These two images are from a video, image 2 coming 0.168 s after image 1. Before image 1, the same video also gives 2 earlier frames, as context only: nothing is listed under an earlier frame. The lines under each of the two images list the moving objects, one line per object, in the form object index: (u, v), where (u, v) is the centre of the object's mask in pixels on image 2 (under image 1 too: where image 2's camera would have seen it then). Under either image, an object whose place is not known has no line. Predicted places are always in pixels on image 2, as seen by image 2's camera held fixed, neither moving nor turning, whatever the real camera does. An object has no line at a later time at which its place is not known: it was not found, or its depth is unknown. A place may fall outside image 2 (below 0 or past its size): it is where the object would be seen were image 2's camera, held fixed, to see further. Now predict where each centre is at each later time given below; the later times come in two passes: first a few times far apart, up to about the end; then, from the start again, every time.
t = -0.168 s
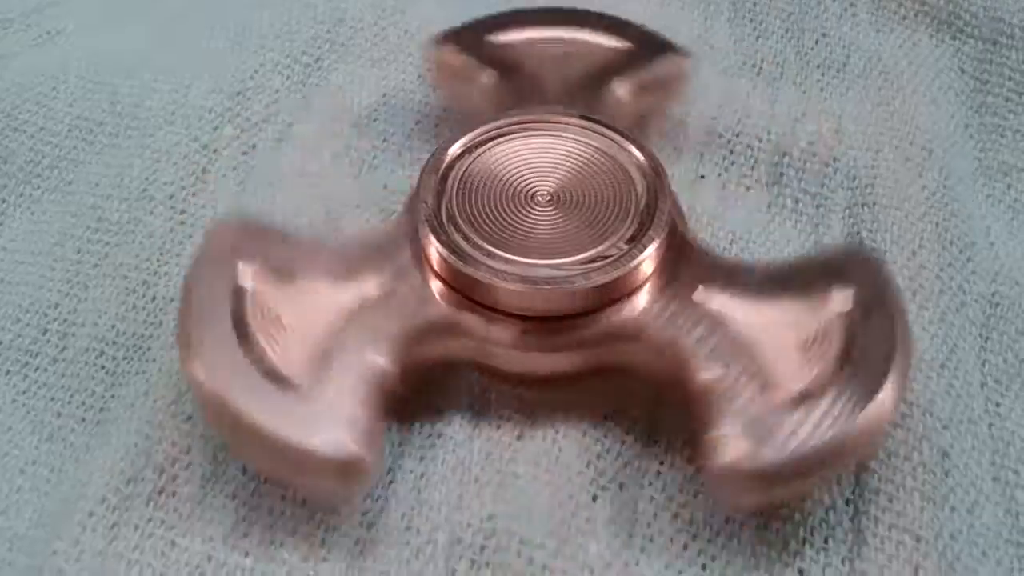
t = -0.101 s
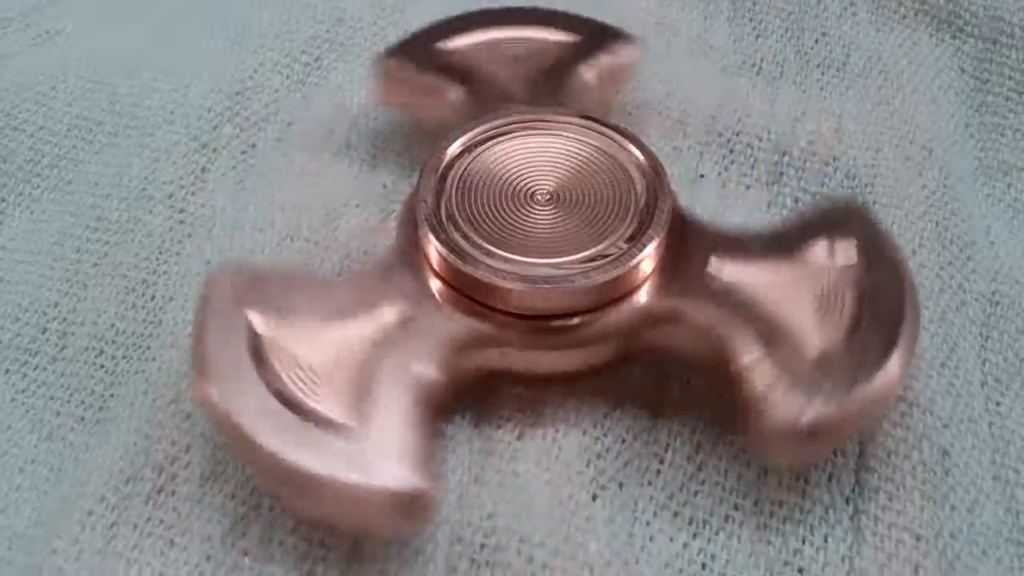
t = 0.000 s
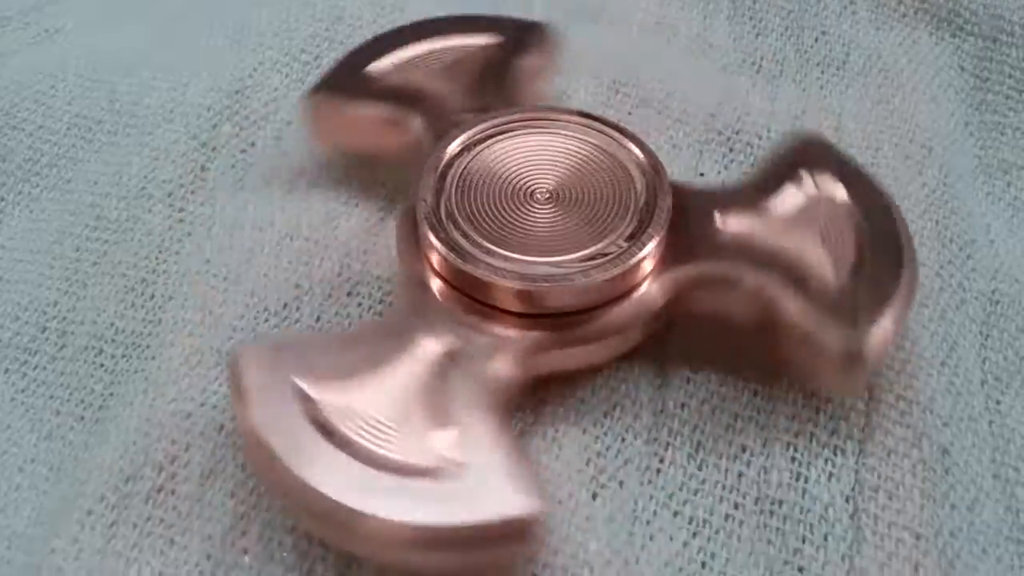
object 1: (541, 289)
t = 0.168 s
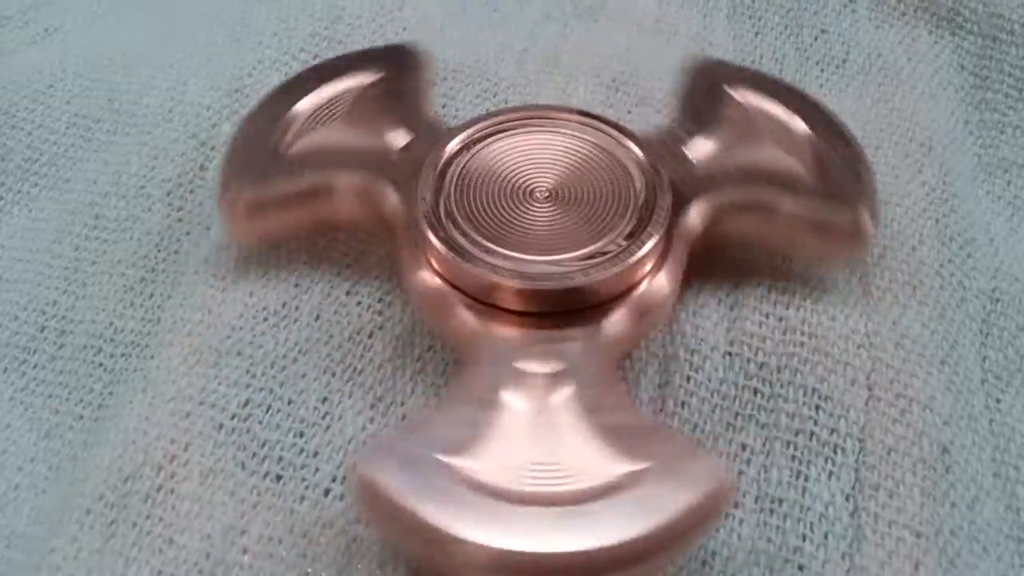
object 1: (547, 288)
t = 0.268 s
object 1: (551, 288)
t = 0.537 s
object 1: (540, 278)
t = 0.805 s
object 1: (540, 288)
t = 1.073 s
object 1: (550, 281)
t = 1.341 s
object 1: (536, 284)
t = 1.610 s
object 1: (550, 288)
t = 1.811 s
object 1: (549, 281)
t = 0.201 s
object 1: (549, 286)
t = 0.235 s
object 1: (550, 287)
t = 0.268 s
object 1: (551, 288)
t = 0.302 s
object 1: (551, 287)
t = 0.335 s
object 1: (553, 286)
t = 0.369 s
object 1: (551, 283)
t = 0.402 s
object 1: (548, 282)
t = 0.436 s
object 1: (547, 280)
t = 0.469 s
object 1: (545, 279)
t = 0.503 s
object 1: (542, 278)
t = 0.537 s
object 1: (540, 278)
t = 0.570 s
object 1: (539, 281)
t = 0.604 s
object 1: (537, 280)
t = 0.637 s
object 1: (537, 281)
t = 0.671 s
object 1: (536, 286)
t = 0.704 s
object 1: (537, 287)
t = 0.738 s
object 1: (538, 288)
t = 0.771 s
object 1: (540, 288)
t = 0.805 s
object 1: (540, 288)
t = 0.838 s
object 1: (543, 289)
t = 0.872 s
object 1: (545, 289)
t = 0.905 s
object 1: (549, 289)
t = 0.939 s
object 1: (550, 288)
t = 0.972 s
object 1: (551, 288)
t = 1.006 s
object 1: (551, 286)
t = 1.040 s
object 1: (551, 284)
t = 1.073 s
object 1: (550, 281)
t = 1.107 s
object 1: (548, 280)
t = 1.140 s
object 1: (547, 279)
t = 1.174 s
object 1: (545, 280)
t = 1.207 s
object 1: (542, 280)
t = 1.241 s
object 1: (539, 281)
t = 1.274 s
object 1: (537, 282)
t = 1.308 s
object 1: (537, 282)
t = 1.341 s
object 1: (536, 284)
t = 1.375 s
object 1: (535, 285)
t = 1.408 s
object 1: (537, 287)
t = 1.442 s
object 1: (541, 289)
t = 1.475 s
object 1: (542, 288)
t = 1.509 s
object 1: (544, 287)
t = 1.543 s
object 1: (547, 289)
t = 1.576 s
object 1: (550, 286)
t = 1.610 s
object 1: (550, 288)
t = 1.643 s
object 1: (549, 286)
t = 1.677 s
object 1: (550, 287)
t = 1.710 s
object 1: (549, 285)
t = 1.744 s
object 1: (551, 284)
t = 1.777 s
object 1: (549, 283)
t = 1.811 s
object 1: (549, 281)
